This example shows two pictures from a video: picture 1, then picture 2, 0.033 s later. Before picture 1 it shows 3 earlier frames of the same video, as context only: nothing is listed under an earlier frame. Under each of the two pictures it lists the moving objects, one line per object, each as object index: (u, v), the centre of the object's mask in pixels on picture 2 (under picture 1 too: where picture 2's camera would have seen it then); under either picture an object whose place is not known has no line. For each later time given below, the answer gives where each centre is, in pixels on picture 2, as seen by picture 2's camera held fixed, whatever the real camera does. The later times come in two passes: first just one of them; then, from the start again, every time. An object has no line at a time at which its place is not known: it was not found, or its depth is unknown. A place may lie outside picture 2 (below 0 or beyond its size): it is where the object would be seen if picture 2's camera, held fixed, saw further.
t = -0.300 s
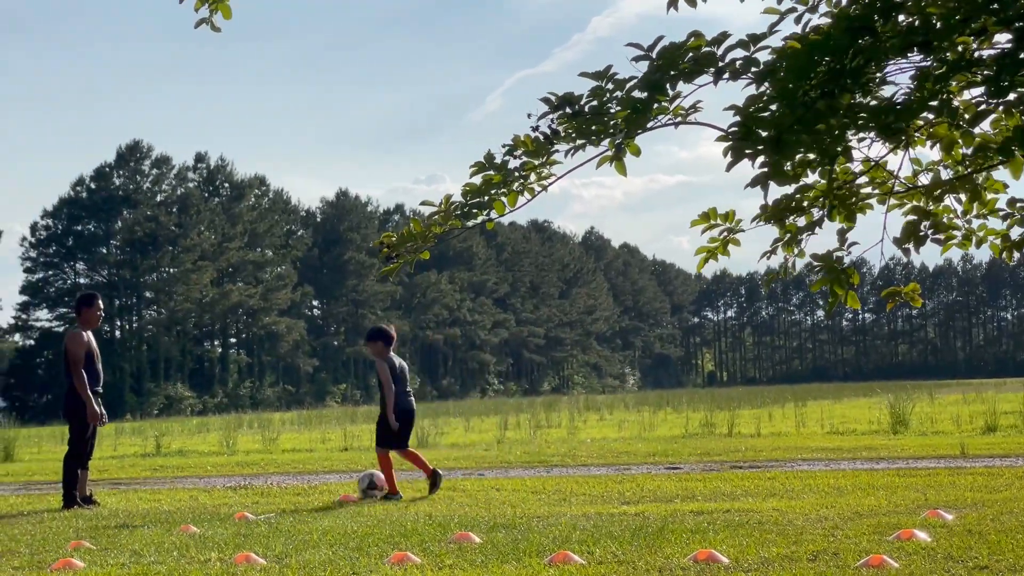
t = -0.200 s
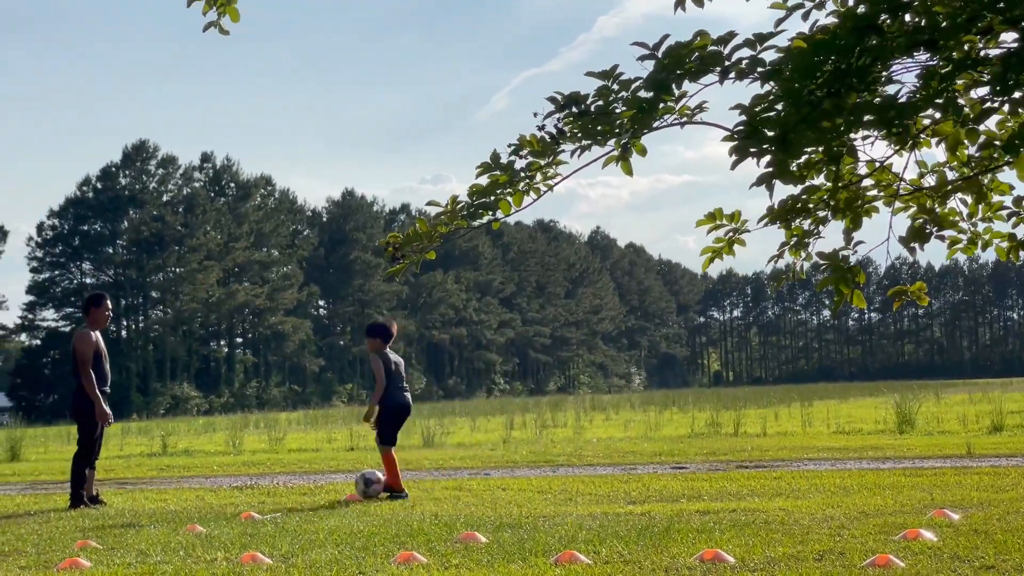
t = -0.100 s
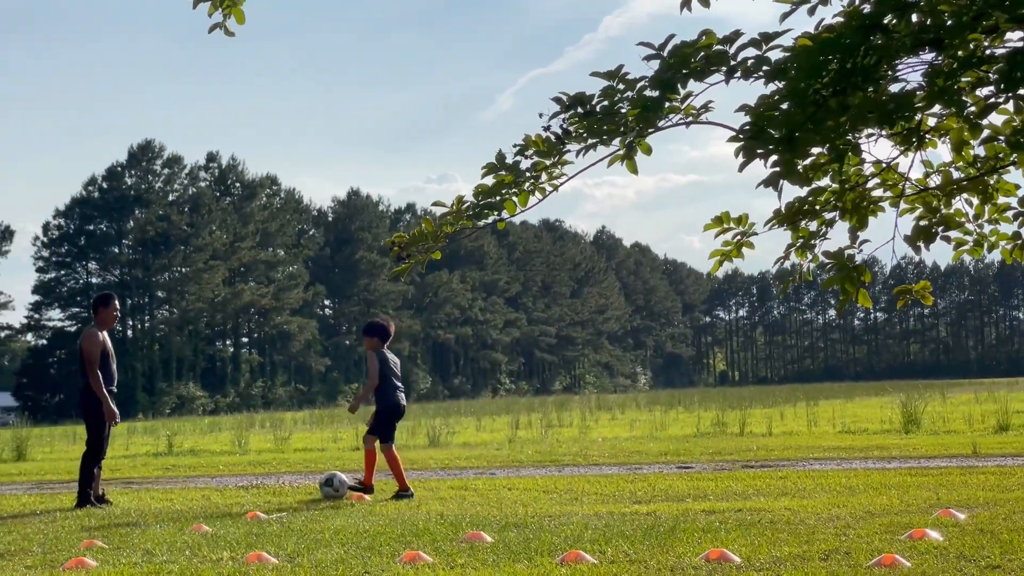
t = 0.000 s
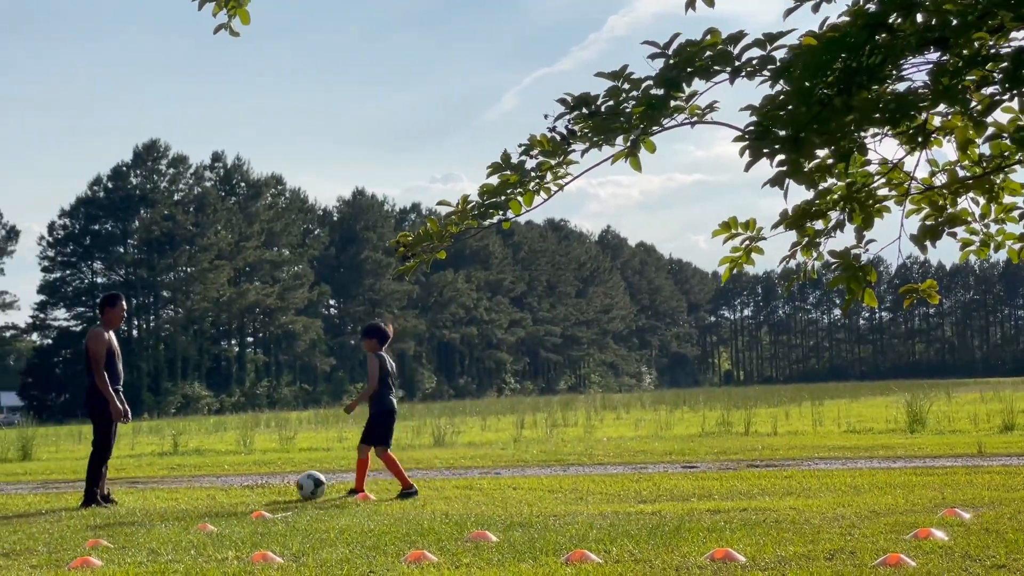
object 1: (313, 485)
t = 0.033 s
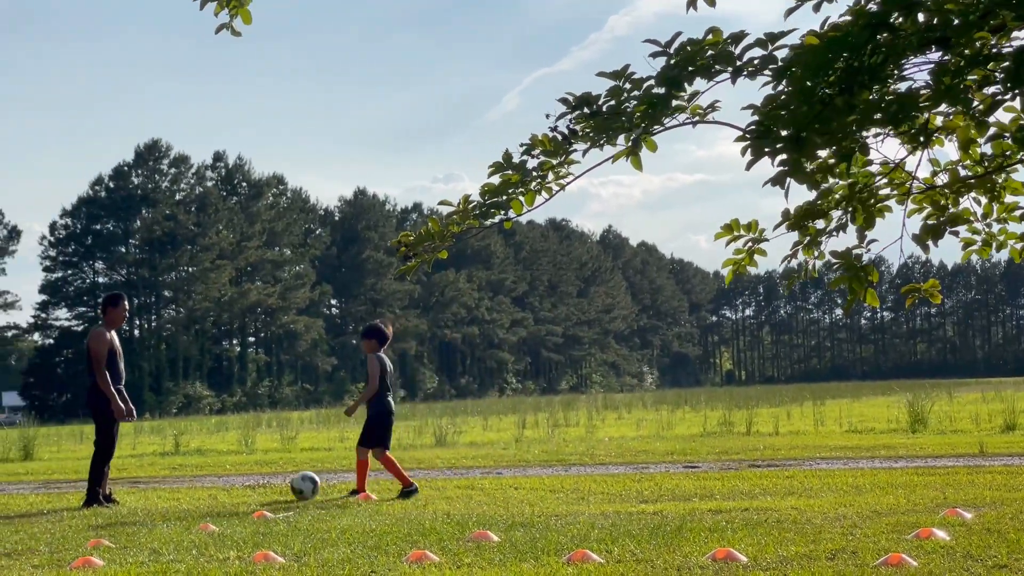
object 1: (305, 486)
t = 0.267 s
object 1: (258, 488)
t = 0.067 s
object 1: (298, 486)
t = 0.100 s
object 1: (291, 487)
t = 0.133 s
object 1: (284, 487)
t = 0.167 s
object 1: (277, 488)
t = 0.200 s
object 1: (271, 488)
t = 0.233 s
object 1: (264, 488)
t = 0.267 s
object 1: (258, 488)
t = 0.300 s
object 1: (252, 488)
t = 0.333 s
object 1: (246, 489)
